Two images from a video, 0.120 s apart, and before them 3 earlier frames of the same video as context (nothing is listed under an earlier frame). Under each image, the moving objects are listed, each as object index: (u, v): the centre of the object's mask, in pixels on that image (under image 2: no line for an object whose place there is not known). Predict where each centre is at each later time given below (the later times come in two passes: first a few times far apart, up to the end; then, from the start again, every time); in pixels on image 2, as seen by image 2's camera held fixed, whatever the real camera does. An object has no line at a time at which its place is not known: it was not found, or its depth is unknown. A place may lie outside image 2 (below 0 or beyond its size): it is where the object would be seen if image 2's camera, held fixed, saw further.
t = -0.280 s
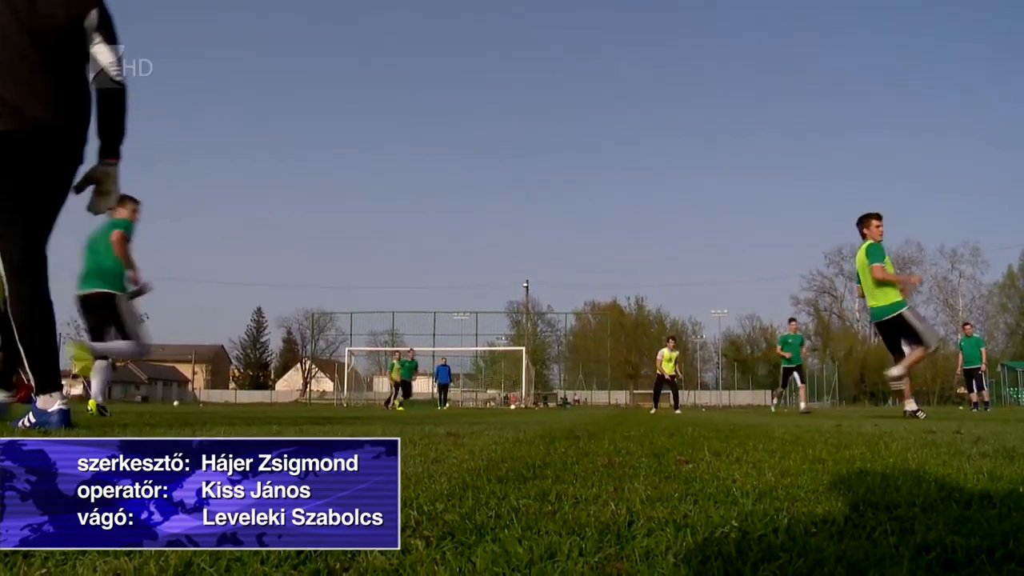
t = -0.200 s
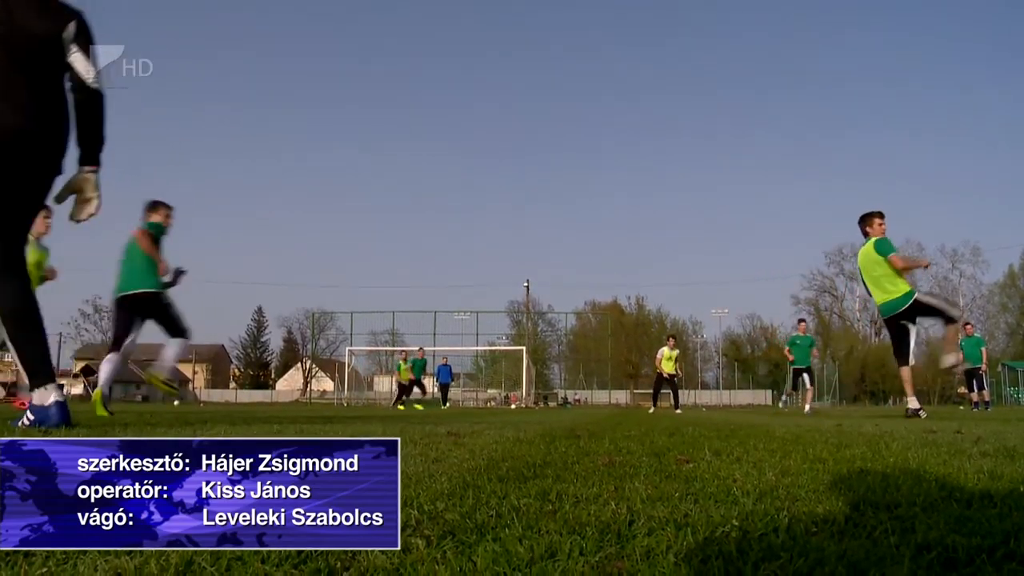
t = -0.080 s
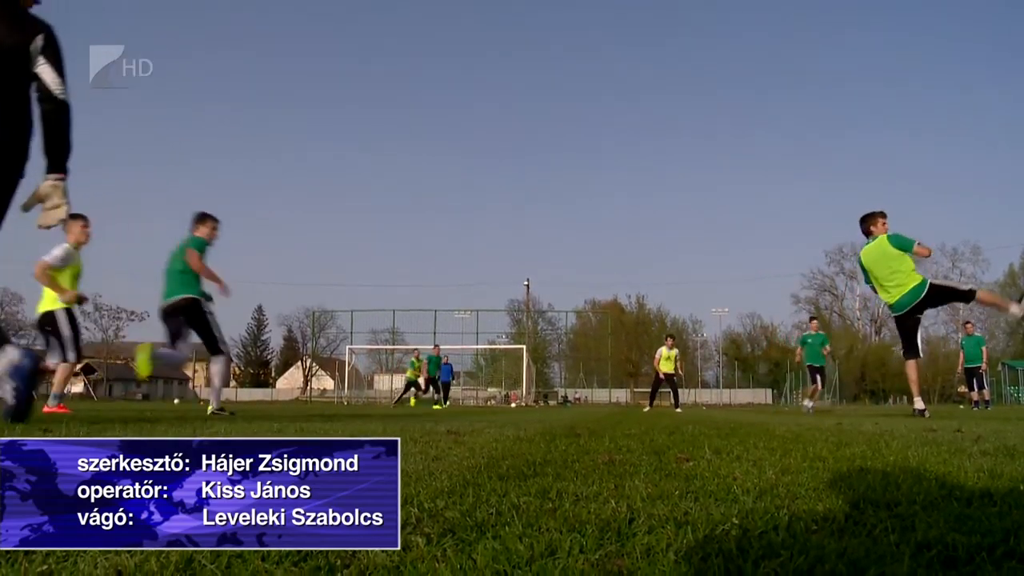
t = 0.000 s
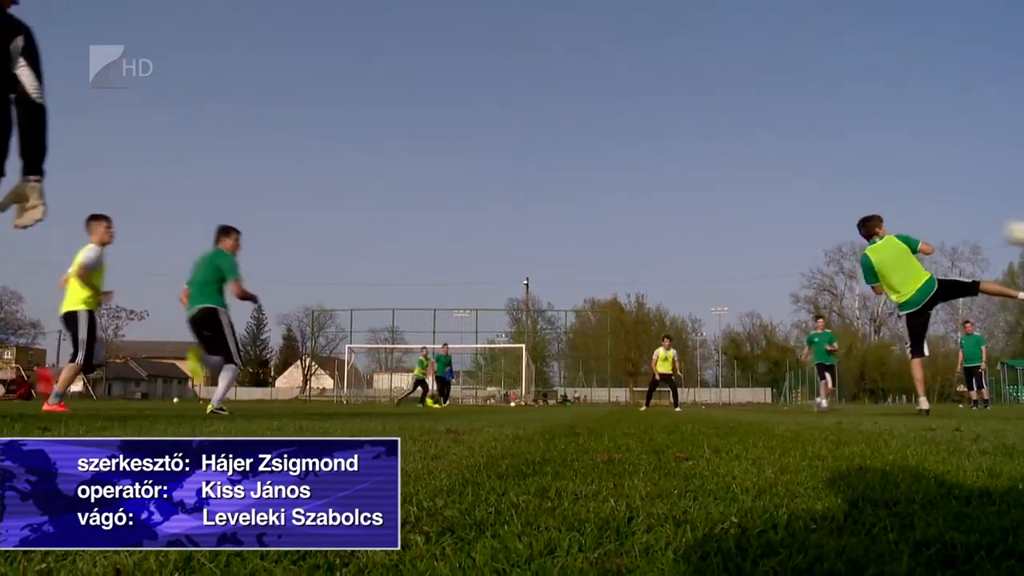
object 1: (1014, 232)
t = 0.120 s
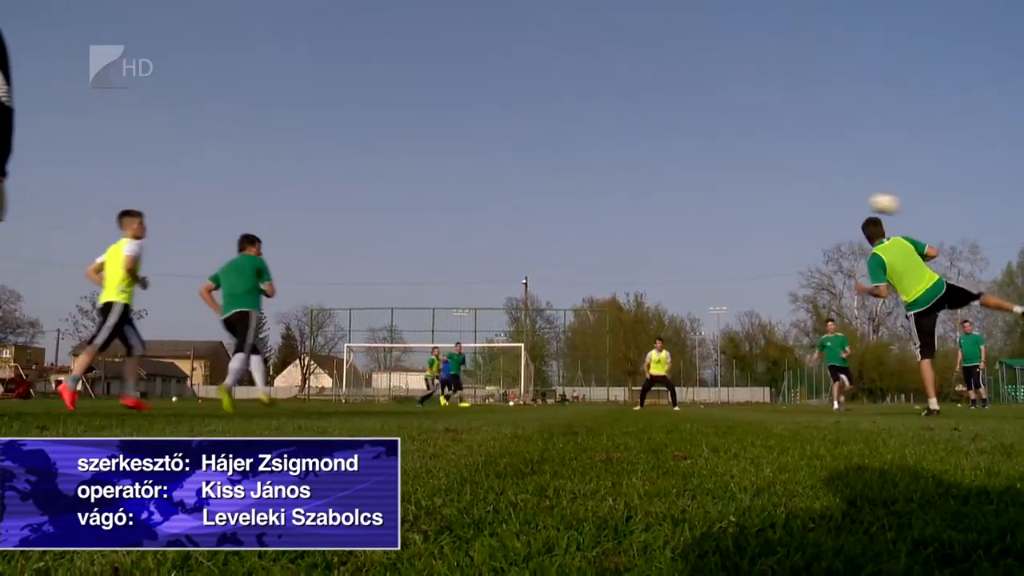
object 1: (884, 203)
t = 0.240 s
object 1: (792, 191)
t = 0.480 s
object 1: (677, 198)
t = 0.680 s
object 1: (617, 221)
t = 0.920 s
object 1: (566, 260)
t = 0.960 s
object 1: (558, 268)
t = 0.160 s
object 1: (850, 198)
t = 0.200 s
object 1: (820, 194)
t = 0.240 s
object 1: (792, 191)
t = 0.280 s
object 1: (768, 190)
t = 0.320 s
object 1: (746, 190)
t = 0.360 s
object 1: (728, 191)
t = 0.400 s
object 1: (708, 192)
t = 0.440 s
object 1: (692, 195)
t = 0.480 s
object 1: (677, 198)
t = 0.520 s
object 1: (663, 202)
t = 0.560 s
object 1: (651, 206)
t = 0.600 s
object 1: (638, 210)
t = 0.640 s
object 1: (627, 215)
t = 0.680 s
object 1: (617, 221)
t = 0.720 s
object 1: (607, 226)
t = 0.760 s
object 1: (598, 232)
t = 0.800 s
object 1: (590, 239)
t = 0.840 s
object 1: (581, 246)
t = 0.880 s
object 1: (573, 253)
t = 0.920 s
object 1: (566, 260)
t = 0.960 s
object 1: (558, 268)
